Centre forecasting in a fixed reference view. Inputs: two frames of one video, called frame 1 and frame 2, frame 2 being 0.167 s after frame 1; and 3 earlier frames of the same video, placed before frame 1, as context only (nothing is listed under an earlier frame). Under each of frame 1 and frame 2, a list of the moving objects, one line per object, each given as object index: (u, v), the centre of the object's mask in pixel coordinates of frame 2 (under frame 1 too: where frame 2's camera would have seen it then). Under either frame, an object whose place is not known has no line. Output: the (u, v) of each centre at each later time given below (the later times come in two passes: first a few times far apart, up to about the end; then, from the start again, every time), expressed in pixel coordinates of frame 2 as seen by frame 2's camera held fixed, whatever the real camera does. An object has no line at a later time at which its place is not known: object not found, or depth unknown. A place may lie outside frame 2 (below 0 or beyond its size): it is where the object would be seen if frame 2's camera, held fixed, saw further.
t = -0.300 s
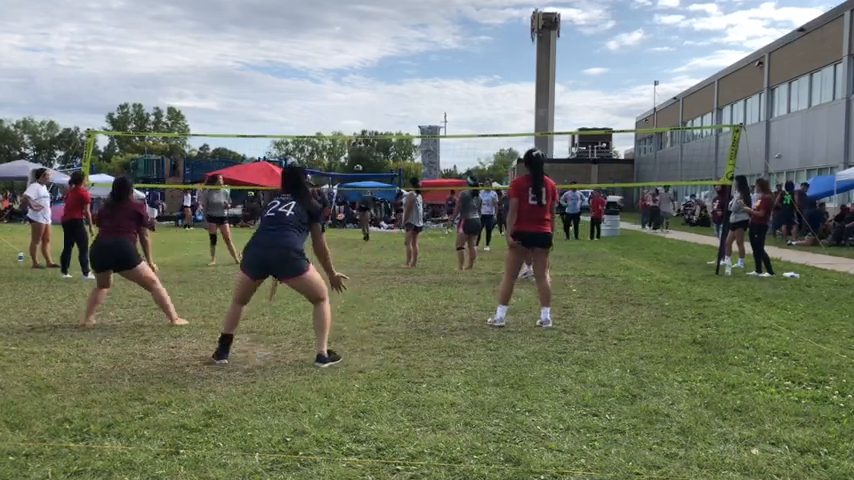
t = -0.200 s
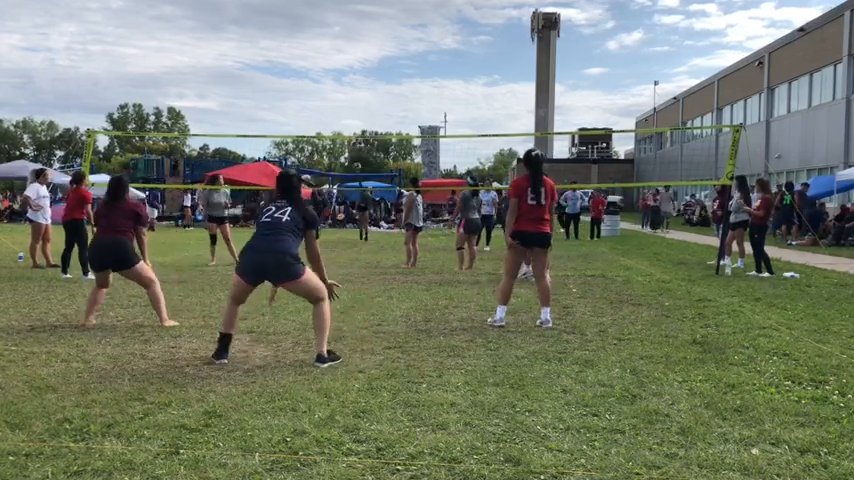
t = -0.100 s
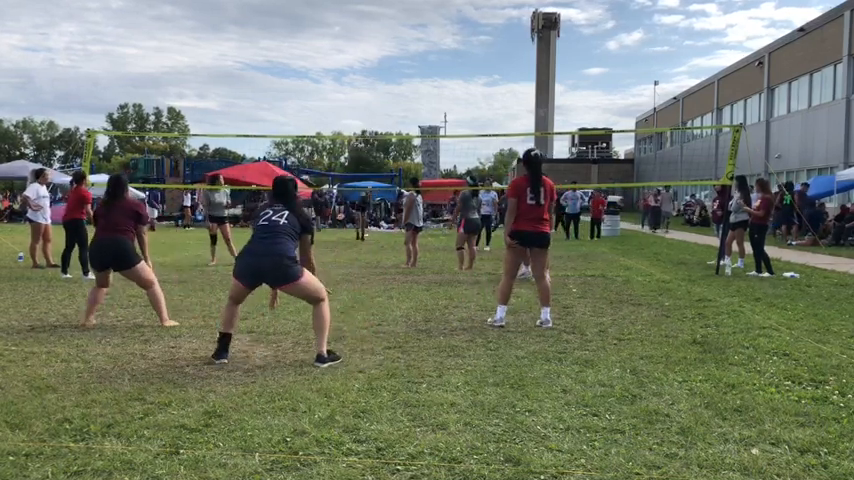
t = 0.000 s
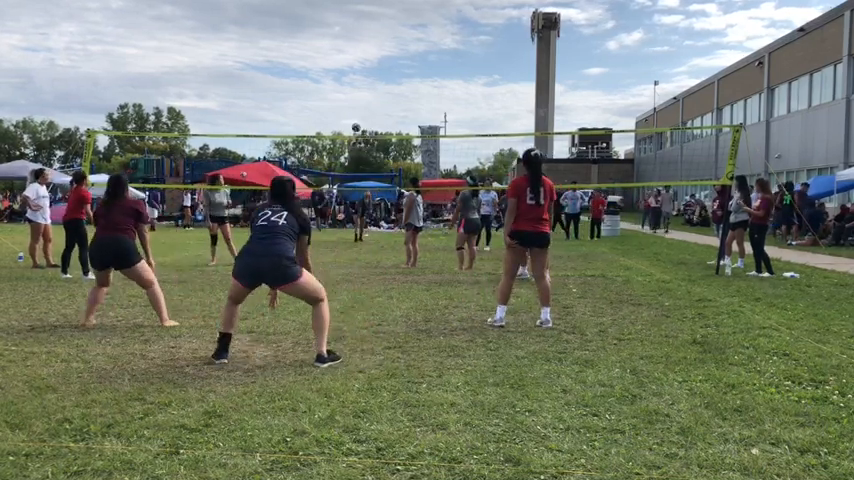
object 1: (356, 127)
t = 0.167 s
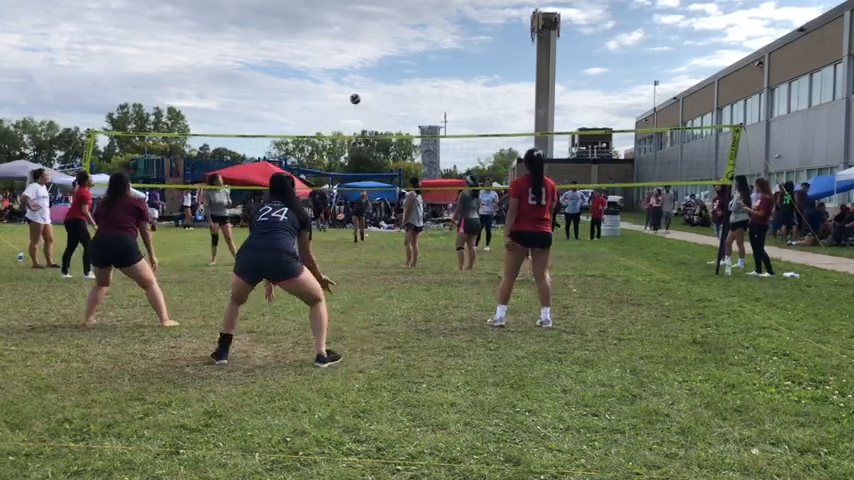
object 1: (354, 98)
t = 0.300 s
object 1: (353, 80)
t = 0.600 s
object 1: (348, 64)
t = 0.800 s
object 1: (342, 91)
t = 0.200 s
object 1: (354, 93)
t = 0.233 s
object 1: (354, 89)
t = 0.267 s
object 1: (353, 84)
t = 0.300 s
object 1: (353, 80)
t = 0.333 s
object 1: (352, 76)
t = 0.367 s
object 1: (352, 72)
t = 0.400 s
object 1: (351, 70)
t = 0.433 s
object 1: (351, 67)
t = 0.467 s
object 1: (350, 65)
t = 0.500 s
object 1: (350, 64)
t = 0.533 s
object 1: (350, 63)
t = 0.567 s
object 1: (349, 63)
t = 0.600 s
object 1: (348, 64)
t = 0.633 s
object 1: (347, 65)
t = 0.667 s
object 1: (347, 67)
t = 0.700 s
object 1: (346, 71)
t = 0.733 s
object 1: (344, 76)
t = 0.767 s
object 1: (343, 82)
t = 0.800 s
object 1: (342, 91)
